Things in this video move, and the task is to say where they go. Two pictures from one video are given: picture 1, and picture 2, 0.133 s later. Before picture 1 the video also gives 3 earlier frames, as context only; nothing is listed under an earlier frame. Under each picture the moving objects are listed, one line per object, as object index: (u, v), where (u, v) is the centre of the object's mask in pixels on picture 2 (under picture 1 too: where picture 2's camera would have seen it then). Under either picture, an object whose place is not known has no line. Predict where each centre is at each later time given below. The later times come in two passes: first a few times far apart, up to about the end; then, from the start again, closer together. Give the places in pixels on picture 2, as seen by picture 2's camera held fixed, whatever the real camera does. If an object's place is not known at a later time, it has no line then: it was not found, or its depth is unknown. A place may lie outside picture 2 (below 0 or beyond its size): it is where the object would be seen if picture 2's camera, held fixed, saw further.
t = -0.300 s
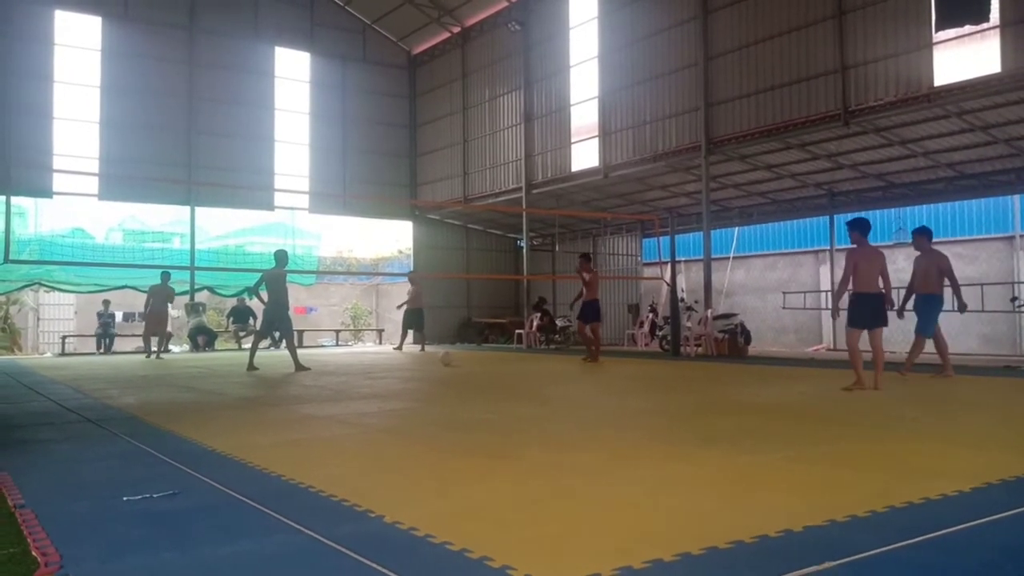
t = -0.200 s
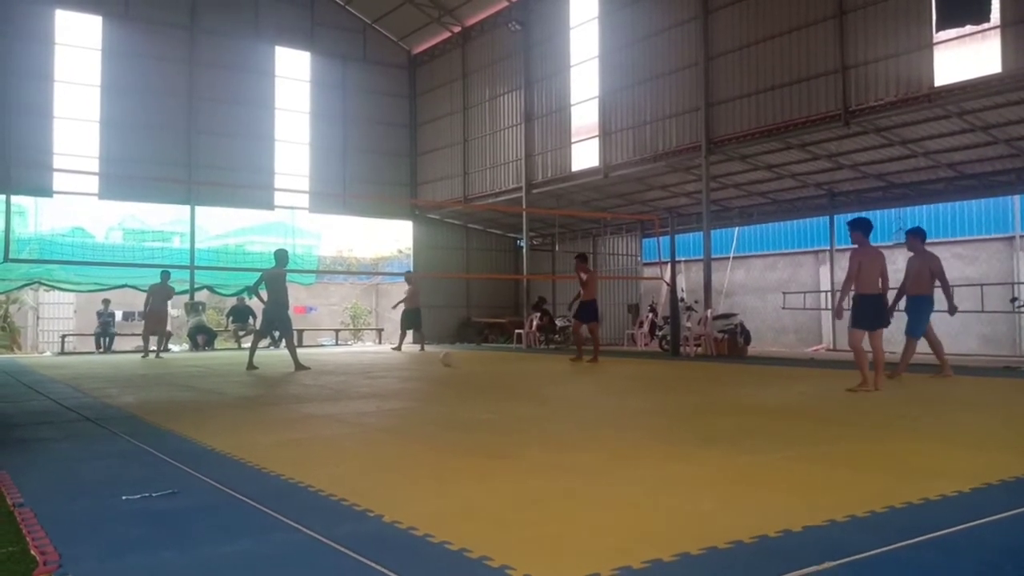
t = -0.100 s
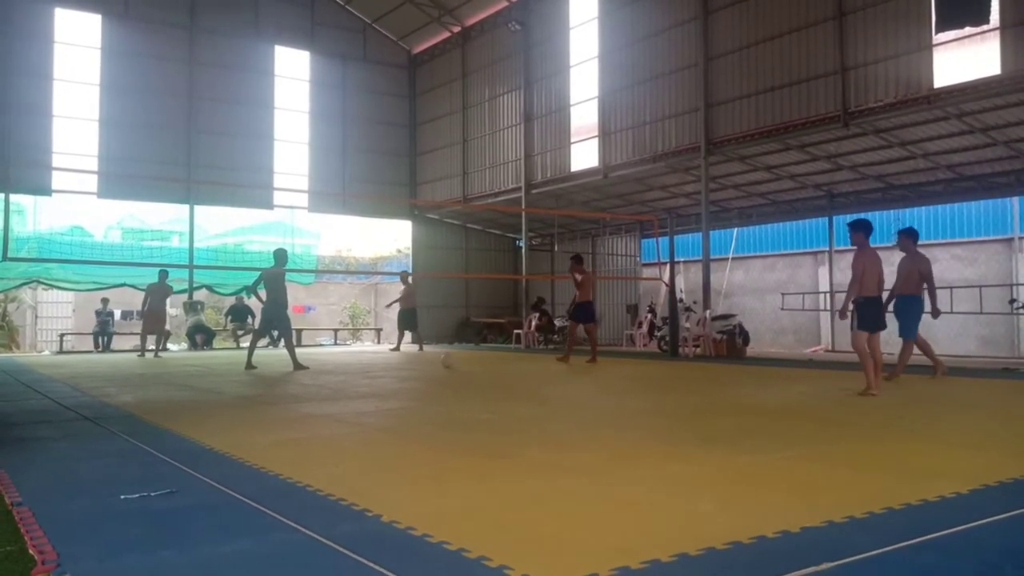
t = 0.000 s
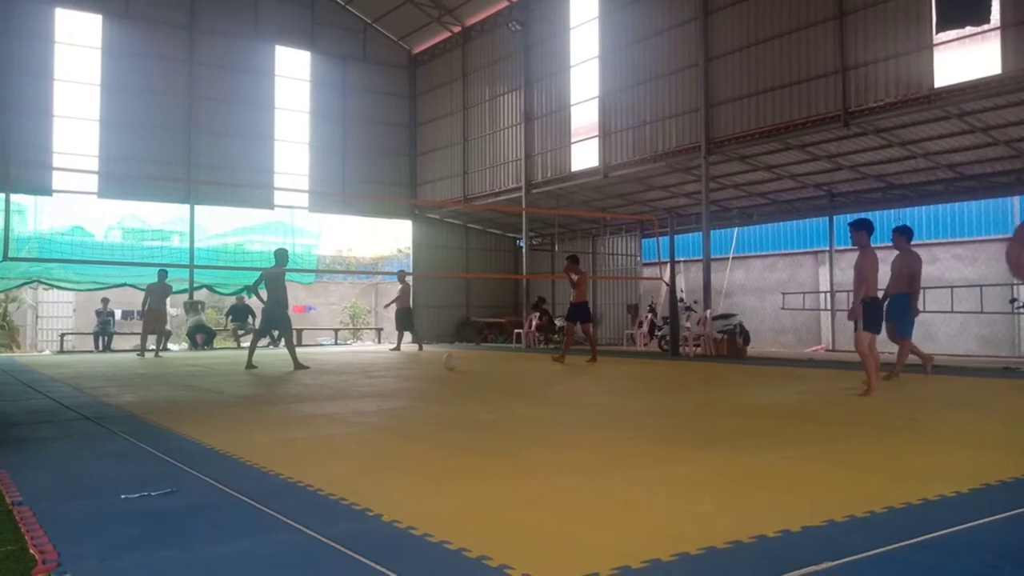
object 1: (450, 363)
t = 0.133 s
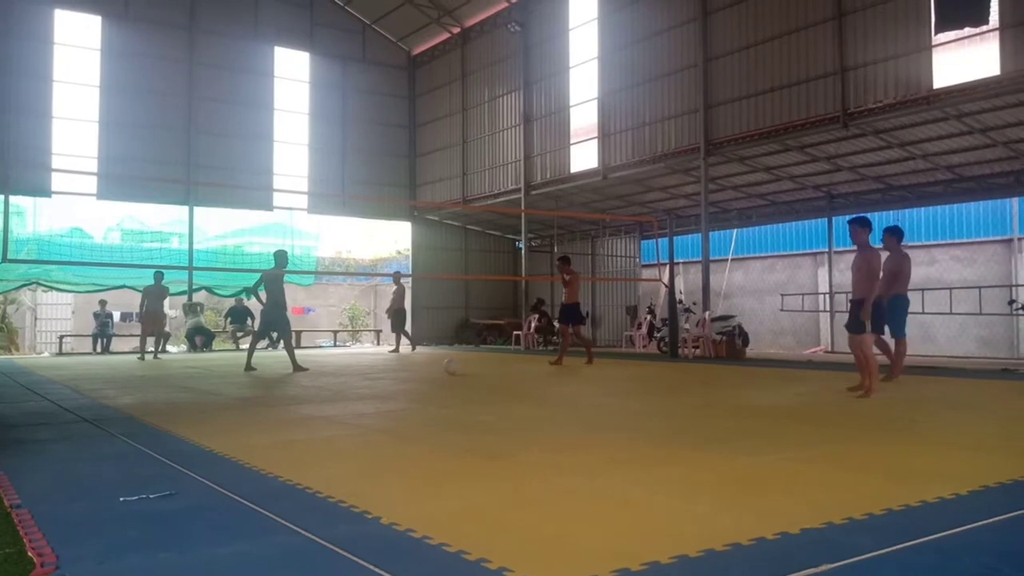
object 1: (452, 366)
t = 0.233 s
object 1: (454, 368)
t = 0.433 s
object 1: (457, 372)
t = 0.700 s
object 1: (462, 378)
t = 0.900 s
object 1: (468, 385)
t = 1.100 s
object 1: (474, 392)
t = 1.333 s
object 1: (481, 405)
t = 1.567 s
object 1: (491, 421)
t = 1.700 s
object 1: (498, 429)
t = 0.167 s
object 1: (452, 366)
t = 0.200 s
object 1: (453, 368)
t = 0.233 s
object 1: (454, 368)
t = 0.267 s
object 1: (455, 368)
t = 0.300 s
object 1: (455, 369)
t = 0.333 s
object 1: (456, 370)
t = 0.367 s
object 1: (456, 371)
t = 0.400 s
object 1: (457, 371)
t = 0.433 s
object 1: (457, 372)
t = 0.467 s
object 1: (458, 373)
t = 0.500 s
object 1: (459, 373)
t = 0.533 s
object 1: (459, 375)
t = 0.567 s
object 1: (460, 376)
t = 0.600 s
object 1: (461, 377)
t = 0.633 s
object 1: (462, 378)
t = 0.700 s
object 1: (462, 378)
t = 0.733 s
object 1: (463, 381)
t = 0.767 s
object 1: (464, 380)
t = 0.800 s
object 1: (465, 380)
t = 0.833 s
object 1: (466, 382)
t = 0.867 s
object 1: (467, 383)
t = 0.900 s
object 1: (468, 385)
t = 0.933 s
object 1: (469, 387)
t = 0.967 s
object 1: (470, 387)
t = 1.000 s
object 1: (471, 389)
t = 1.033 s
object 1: (472, 390)
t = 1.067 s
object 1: (472, 392)
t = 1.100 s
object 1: (474, 392)
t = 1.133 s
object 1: (474, 393)
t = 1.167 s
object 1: (475, 396)
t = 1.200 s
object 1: (476, 398)
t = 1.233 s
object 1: (478, 400)
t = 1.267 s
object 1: (479, 401)
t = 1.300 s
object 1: (480, 403)
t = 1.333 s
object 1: (481, 405)
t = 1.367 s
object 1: (483, 407)
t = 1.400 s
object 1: (484, 408)
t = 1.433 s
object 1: (485, 409)
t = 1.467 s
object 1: (487, 413)
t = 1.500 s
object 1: (488, 415)
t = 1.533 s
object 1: (490, 418)
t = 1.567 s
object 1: (491, 421)
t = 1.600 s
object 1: (493, 423)
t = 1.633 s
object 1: (494, 426)
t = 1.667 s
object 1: (496, 429)
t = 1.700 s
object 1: (498, 429)
